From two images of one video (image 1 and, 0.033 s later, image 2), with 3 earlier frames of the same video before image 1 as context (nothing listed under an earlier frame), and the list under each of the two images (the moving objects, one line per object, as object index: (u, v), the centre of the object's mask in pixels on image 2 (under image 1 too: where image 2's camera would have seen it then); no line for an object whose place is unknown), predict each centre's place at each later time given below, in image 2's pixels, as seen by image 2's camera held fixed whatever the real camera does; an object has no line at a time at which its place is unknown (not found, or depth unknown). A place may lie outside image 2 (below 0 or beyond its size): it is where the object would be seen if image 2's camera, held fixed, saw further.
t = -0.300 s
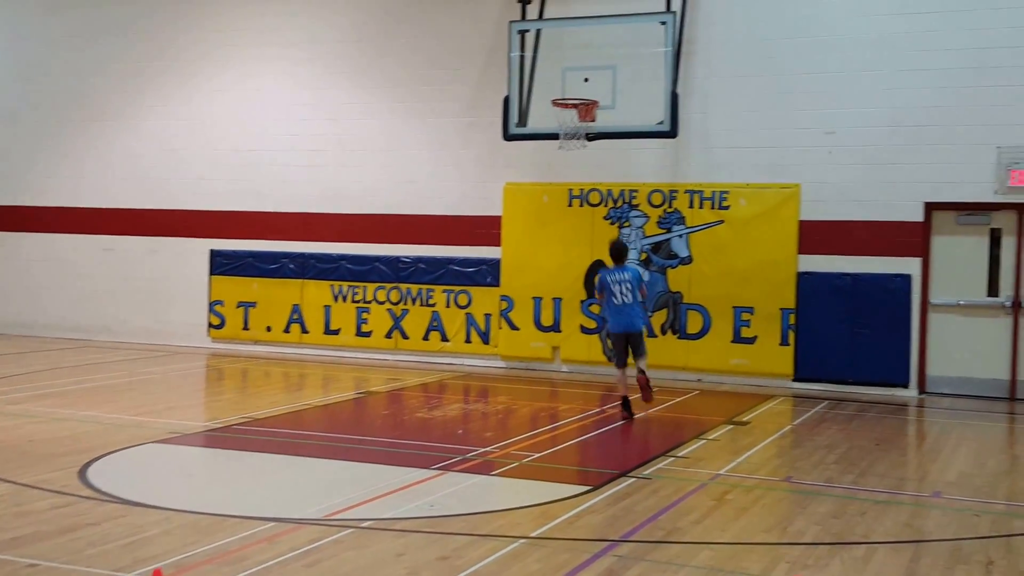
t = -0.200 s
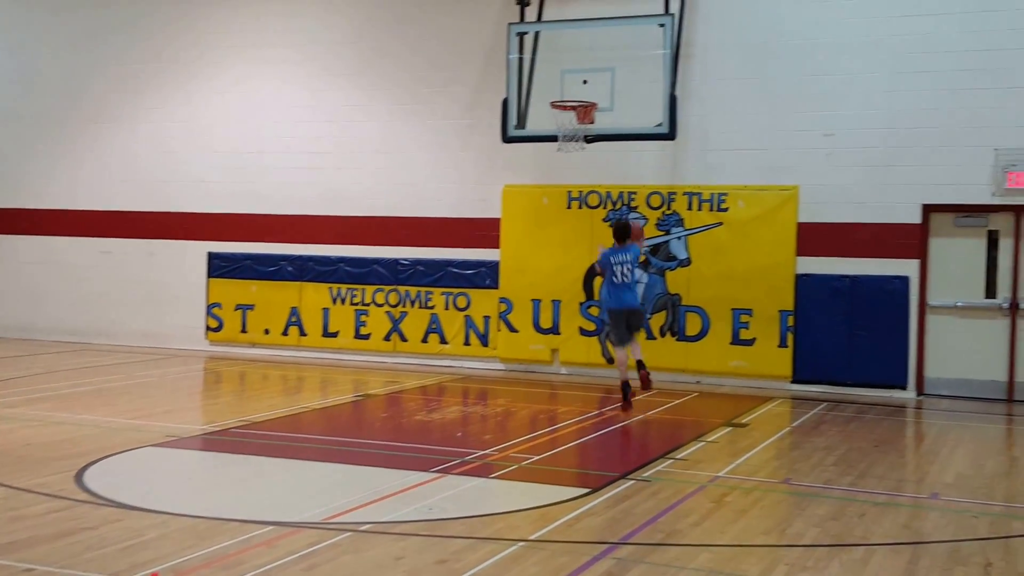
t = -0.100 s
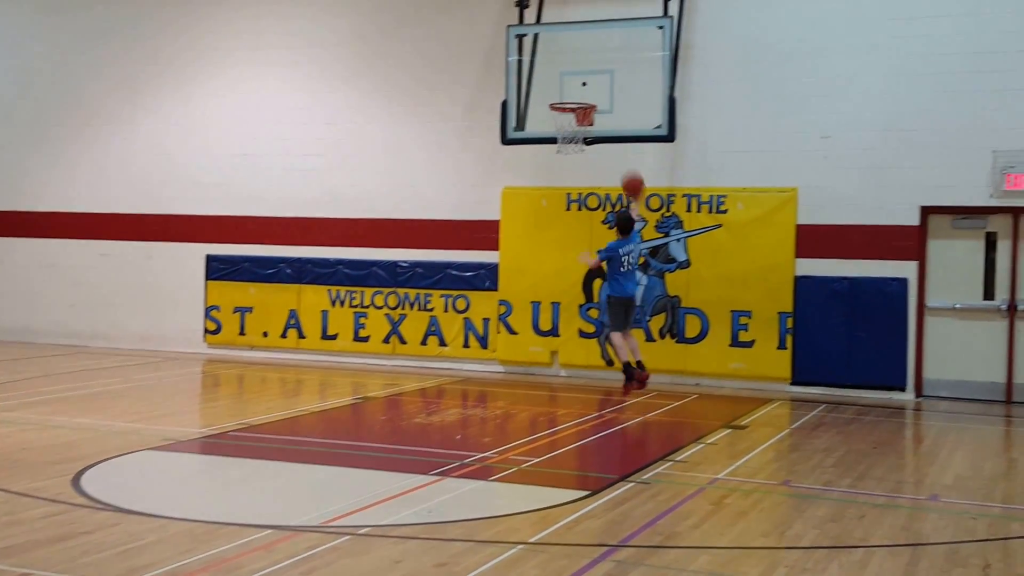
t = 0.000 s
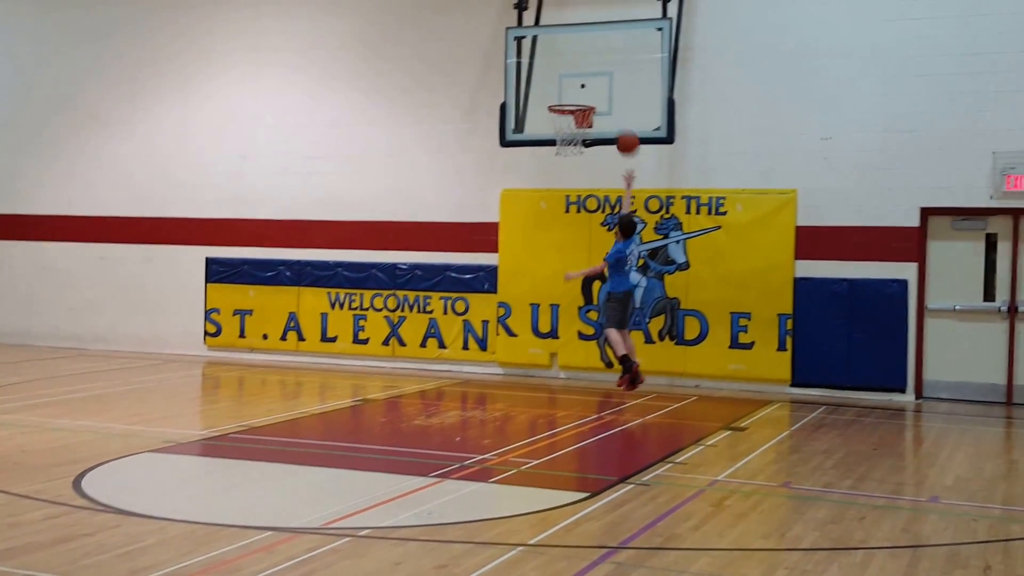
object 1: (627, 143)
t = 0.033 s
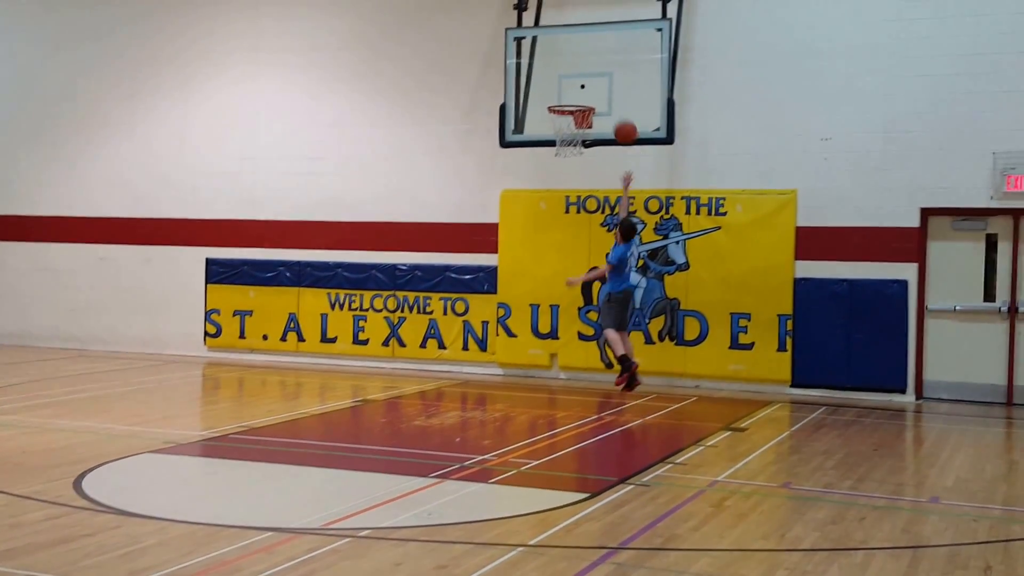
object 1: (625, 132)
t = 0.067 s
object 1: (624, 120)
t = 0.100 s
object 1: (621, 111)
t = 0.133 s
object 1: (620, 102)
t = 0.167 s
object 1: (617, 95)
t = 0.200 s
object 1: (613, 89)
